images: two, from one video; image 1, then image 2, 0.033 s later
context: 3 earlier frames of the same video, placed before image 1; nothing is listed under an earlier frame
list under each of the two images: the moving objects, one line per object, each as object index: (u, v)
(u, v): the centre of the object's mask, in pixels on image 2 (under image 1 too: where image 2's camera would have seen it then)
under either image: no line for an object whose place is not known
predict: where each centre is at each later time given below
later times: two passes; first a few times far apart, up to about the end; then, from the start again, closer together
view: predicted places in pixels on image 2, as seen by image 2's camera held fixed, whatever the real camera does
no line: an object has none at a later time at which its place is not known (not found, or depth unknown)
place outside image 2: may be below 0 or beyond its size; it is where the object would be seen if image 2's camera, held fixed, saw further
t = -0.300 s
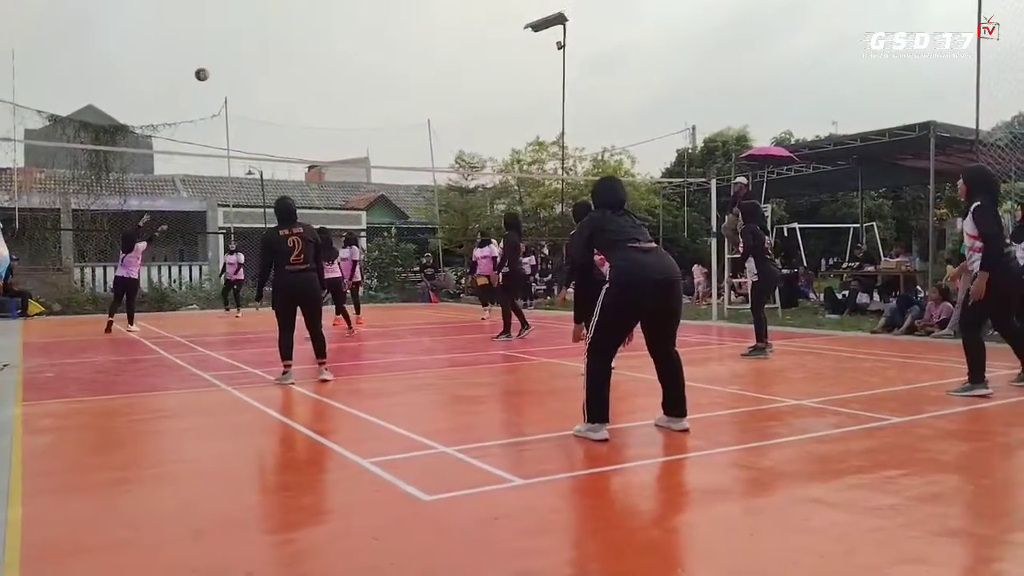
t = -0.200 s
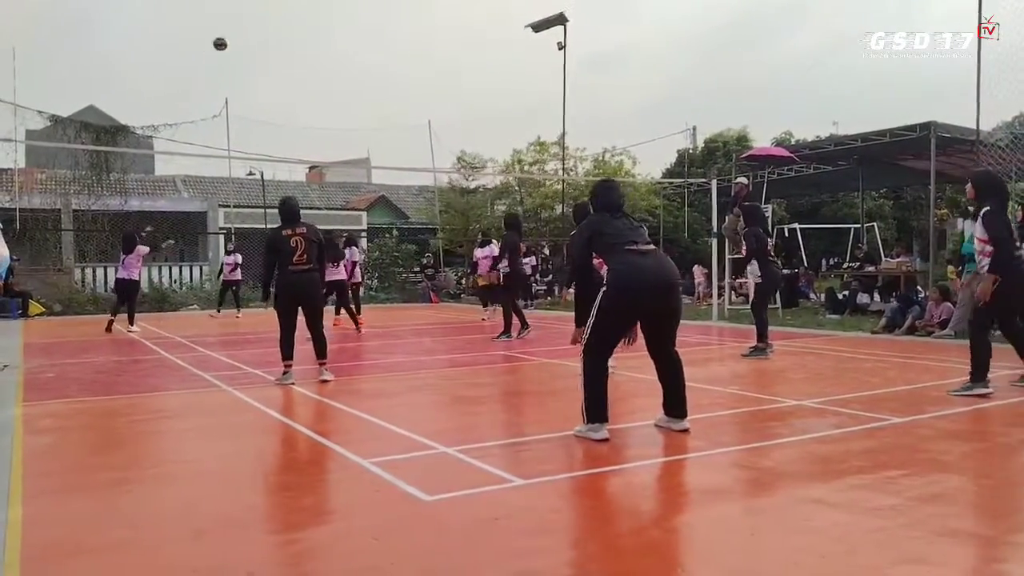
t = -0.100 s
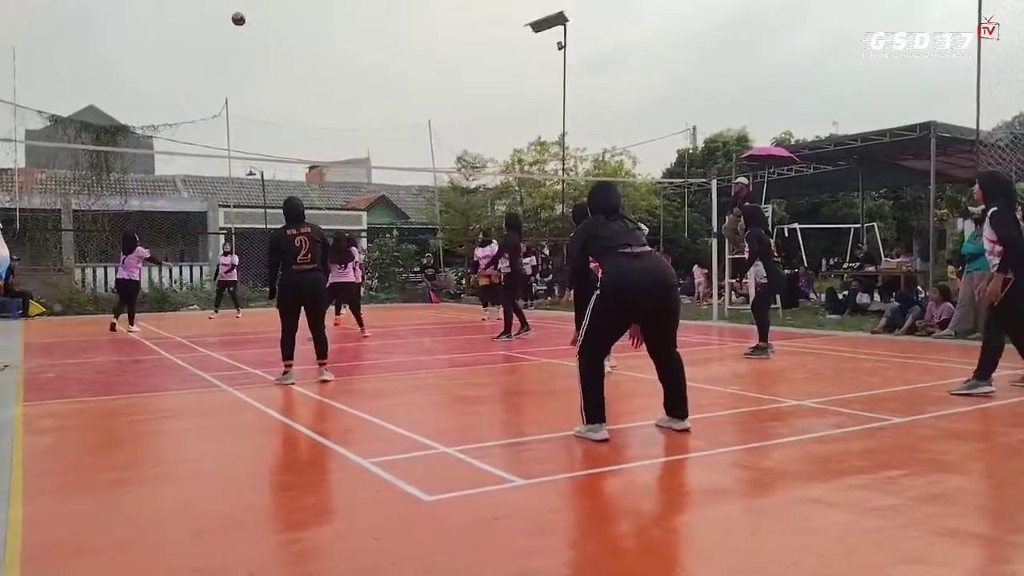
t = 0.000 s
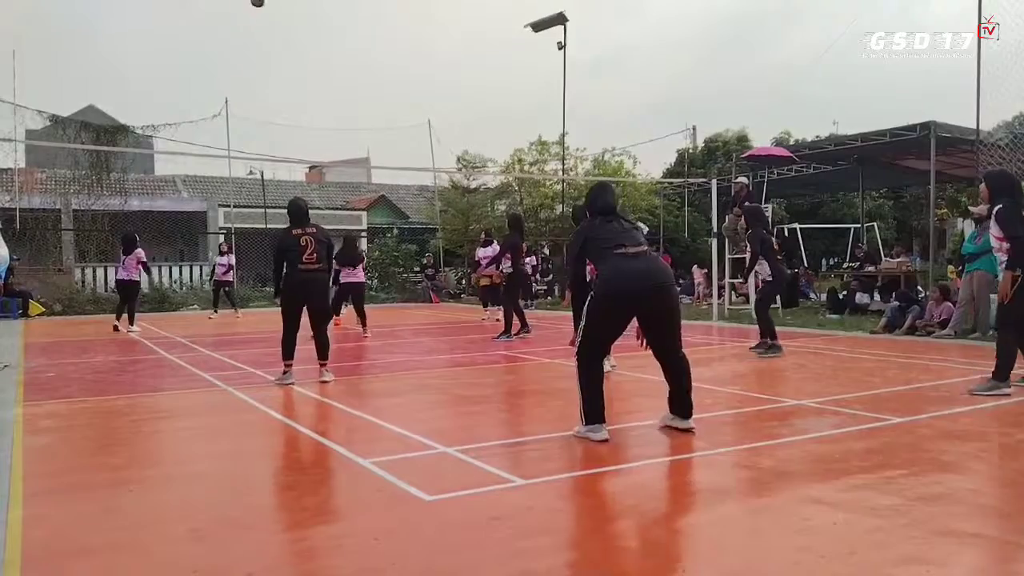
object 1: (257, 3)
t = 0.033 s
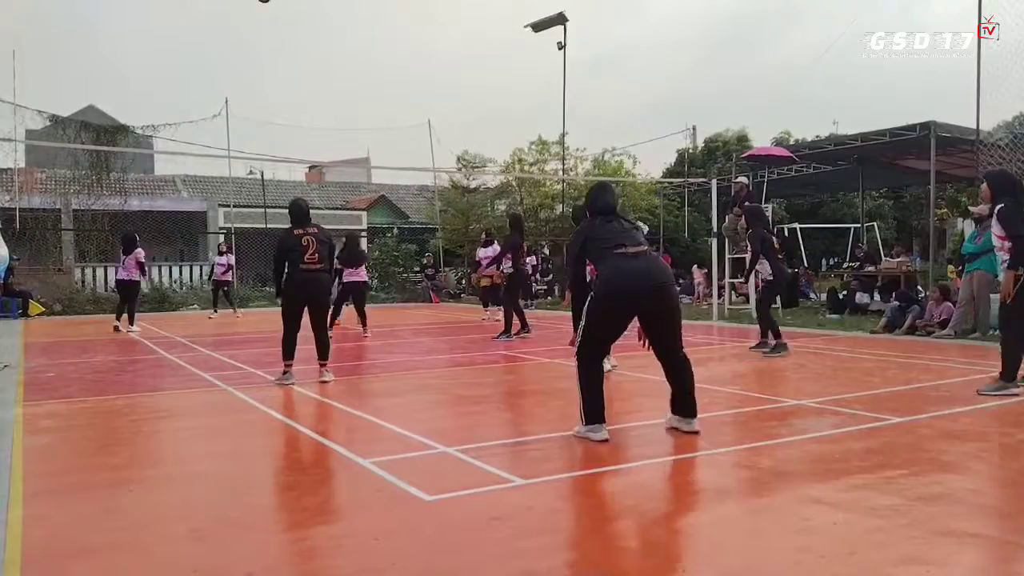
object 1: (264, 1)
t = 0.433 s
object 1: (345, 4)
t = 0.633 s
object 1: (387, 44)
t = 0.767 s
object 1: (416, 88)
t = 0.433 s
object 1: (345, 4)
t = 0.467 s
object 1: (352, 7)
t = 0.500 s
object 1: (359, 13)
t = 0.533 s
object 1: (366, 20)
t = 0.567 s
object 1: (373, 27)
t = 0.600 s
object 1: (380, 36)
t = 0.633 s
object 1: (387, 44)
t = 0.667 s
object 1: (394, 55)
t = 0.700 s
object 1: (401, 65)
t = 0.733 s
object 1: (408, 76)
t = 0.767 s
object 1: (416, 88)
